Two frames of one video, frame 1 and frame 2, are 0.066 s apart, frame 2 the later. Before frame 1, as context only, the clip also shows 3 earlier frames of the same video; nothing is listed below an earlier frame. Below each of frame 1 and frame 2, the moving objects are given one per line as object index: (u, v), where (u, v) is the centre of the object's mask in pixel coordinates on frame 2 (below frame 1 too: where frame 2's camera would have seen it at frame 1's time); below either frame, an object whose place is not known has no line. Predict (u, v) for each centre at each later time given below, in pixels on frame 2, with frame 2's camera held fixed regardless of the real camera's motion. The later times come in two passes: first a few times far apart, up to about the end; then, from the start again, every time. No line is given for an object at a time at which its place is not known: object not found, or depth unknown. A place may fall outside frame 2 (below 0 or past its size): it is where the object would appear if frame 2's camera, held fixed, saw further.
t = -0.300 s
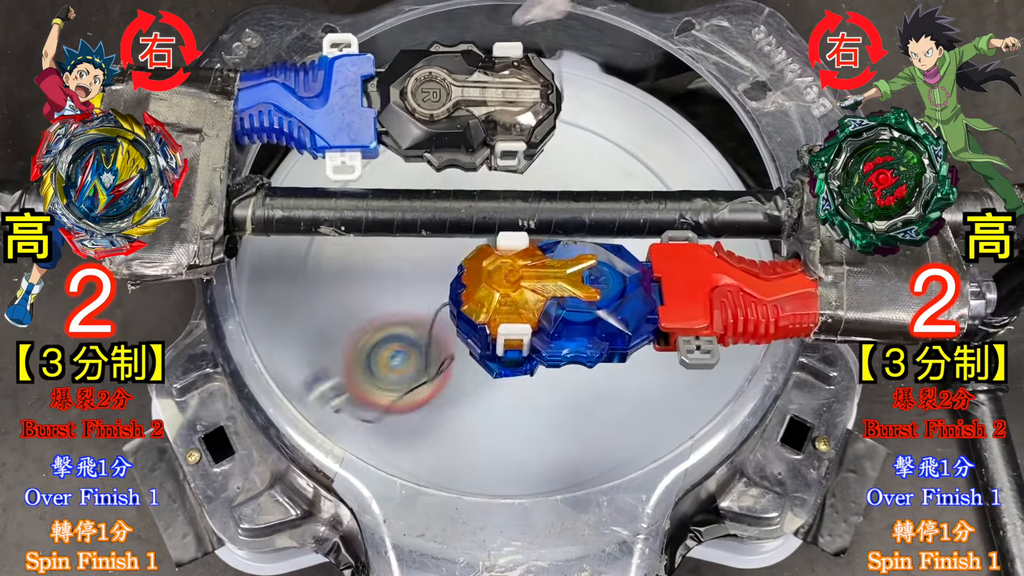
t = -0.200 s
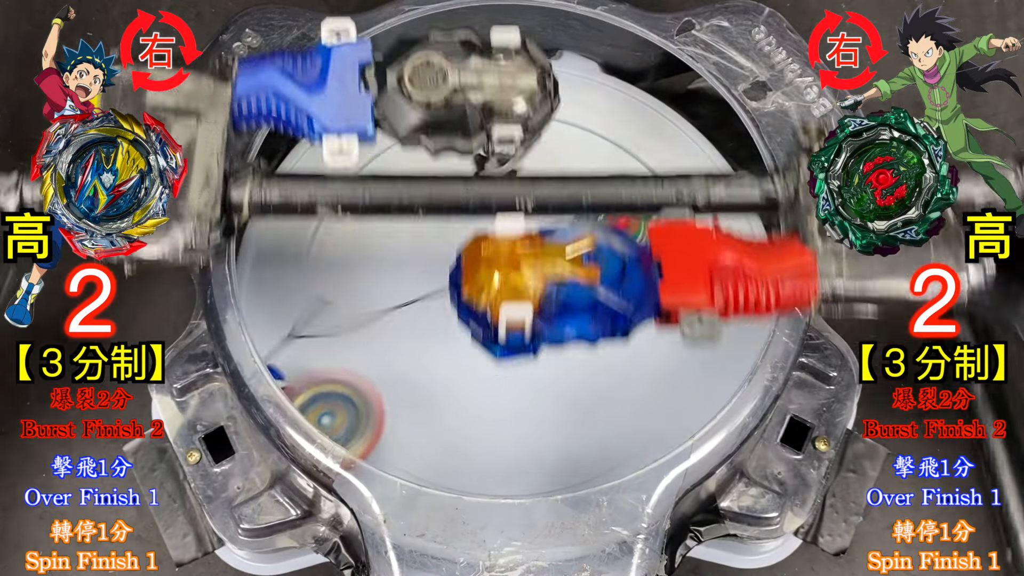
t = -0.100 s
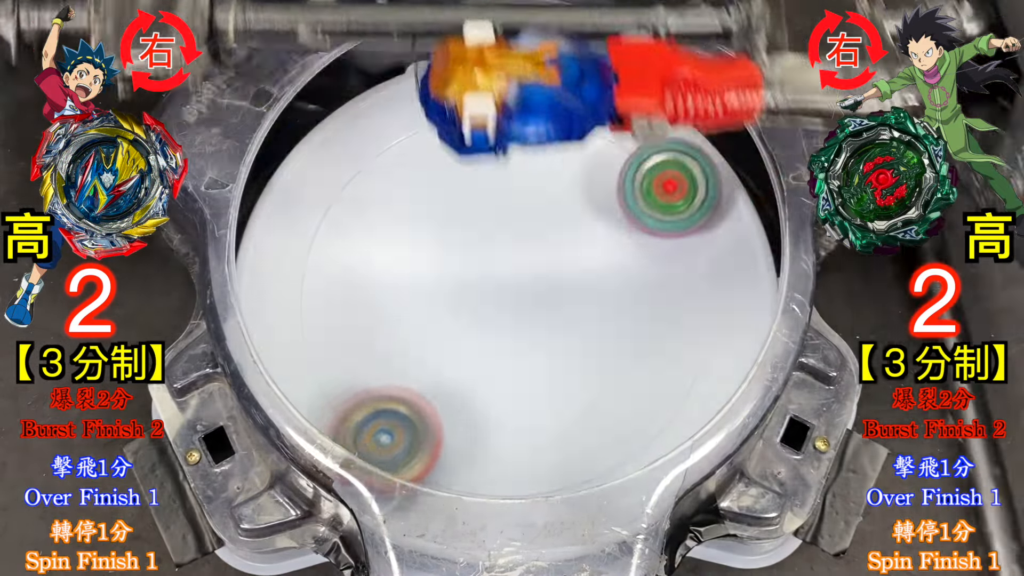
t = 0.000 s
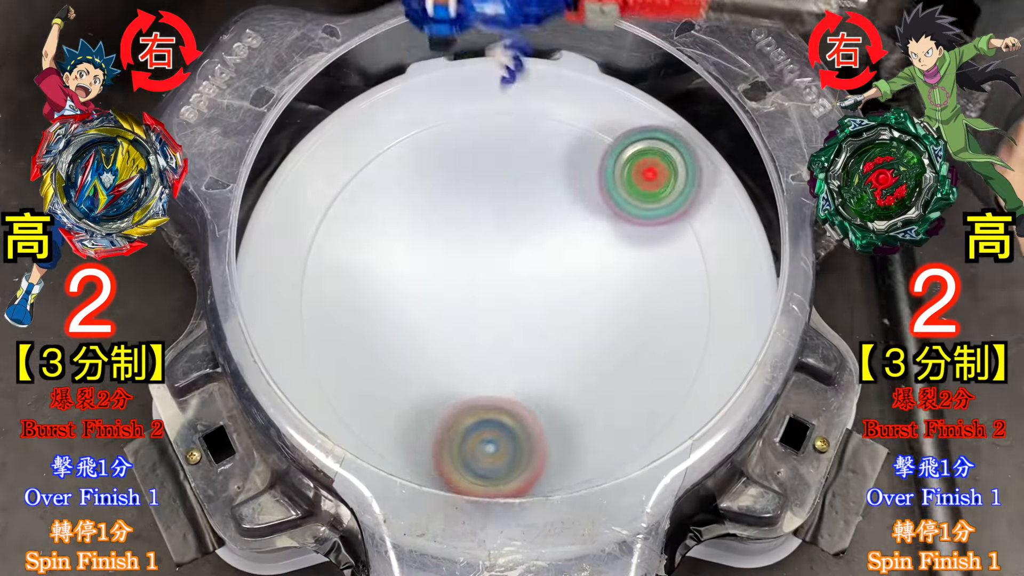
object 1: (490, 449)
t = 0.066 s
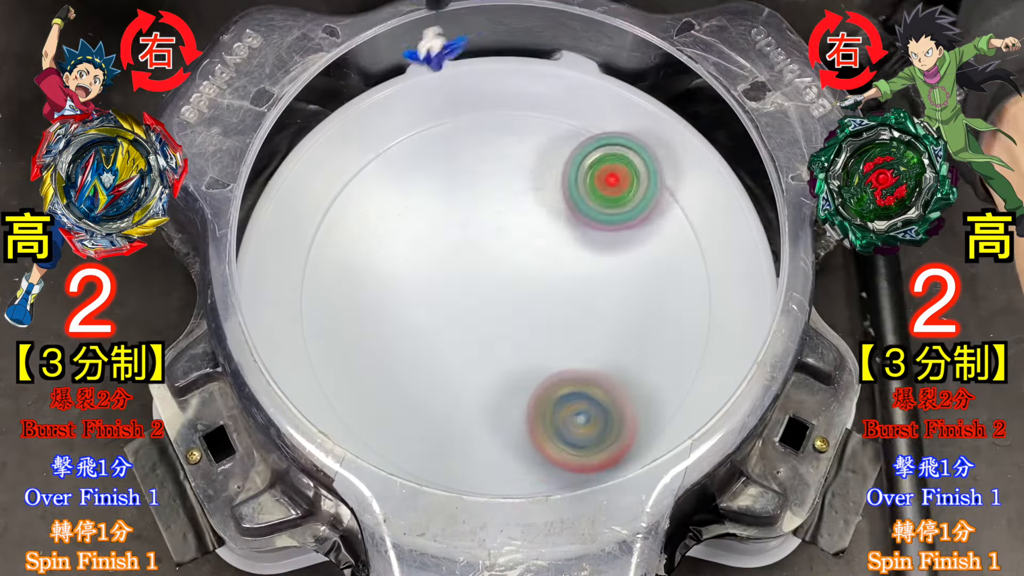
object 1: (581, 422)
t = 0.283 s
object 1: (652, 160)
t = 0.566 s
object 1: (300, 157)
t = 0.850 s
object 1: (536, 299)
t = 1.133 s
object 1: (353, 231)
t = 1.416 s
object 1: (633, 273)
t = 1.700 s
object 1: (541, 217)
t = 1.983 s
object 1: (389, 393)
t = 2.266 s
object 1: (700, 359)
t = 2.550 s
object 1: (460, 86)
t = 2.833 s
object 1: (500, 217)
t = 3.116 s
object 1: (688, 236)
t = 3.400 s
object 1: (714, 163)
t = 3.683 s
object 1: (670, 158)
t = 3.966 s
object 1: (525, 115)
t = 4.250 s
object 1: (398, 448)
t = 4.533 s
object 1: (501, 298)
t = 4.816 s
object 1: (550, 106)
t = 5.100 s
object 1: (477, 187)
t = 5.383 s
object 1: (613, 292)
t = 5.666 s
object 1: (646, 231)
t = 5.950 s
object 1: (611, 310)
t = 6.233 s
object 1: (639, 319)
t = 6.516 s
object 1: (601, 398)
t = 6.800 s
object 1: (508, 392)
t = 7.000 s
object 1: (429, 353)
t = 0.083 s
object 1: (602, 408)
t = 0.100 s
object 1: (622, 393)
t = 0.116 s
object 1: (639, 375)
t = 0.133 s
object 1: (654, 356)
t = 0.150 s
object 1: (667, 335)
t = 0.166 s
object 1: (678, 313)
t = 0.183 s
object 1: (684, 290)
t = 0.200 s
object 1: (685, 266)
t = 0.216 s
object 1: (682, 243)
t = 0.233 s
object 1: (677, 221)
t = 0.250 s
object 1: (670, 199)
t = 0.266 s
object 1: (662, 179)
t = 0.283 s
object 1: (652, 160)
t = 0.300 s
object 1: (642, 141)
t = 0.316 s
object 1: (631, 121)
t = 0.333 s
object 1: (619, 103)
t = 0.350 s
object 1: (604, 94)
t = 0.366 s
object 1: (580, 93)
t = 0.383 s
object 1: (556, 92)
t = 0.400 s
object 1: (531, 94)
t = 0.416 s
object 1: (508, 99)
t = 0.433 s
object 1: (484, 102)
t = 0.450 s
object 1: (460, 106)
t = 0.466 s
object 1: (437, 111)
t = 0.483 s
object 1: (410, 112)
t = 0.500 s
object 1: (384, 118)
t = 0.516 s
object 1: (359, 125)
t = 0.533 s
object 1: (334, 133)
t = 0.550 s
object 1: (315, 143)
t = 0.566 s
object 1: (300, 157)
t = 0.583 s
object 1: (287, 173)
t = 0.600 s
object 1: (275, 190)
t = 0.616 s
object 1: (265, 211)
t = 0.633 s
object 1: (270, 220)
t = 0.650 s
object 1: (280, 220)
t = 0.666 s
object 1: (292, 223)
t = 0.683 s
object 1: (314, 228)
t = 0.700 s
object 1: (333, 234)
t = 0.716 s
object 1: (353, 241)
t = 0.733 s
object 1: (373, 251)
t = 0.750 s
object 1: (395, 256)
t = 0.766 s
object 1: (419, 262)
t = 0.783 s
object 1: (444, 269)
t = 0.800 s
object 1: (467, 277)
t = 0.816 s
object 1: (489, 283)
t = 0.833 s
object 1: (513, 290)
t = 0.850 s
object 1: (536, 299)
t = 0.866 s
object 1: (557, 308)
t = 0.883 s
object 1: (577, 316)
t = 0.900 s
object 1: (593, 324)
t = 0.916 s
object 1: (553, 317)
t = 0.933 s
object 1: (511, 308)
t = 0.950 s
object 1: (470, 299)
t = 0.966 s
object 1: (430, 291)
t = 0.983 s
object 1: (391, 284)
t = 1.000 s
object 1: (354, 275)
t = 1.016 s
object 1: (318, 267)
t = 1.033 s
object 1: (287, 256)
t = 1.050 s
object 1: (273, 246)
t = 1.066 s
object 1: (282, 238)
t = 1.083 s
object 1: (296, 234)
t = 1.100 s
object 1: (316, 231)
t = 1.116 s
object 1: (334, 230)
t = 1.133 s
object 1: (353, 231)
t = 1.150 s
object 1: (373, 227)
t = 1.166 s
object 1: (395, 227)
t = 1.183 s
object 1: (419, 226)
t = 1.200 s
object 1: (440, 226)
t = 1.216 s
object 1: (461, 227)
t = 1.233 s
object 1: (483, 229)
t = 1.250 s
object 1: (502, 231)
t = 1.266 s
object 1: (524, 235)
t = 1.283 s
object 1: (541, 240)
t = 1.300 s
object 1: (560, 245)
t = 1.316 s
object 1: (575, 250)
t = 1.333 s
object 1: (589, 255)
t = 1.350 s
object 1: (602, 262)
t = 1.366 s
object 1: (611, 265)
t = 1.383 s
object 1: (620, 269)
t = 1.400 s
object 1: (628, 272)
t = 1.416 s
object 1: (633, 273)
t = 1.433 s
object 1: (640, 274)
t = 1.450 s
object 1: (643, 274)
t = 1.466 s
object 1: (646, 272)
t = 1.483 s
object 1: (648, 270)
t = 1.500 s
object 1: (649, 266)
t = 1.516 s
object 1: (649, 261)
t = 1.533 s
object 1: (647, 257)
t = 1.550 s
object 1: (643, 250)
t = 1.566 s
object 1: (639, 243)
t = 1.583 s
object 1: (632, 237)
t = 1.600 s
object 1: (624, 230)
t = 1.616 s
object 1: (614, 225)
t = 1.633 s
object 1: (600, 221)
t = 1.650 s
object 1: (587, 217)
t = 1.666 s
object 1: (572, 216)
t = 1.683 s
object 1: (556, 216)
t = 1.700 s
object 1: (541, 217)
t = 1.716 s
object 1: (524, 221)
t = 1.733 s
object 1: (507, 224)
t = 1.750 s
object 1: (491, 231)
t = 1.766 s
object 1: (474, 238)
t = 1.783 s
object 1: (458, 246)
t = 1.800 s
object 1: (444, 257)
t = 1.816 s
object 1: (428, 268)
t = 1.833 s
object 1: (415, 280)
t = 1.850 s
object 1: (402, 294)
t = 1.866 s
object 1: (389, 308)
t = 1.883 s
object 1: (381, 322)
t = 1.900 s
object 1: (372, 340)
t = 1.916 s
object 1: (364, 355)
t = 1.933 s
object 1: (359, 371)
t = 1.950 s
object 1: (363, 381)
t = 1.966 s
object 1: (375, 387)
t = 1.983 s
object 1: (389, 393)
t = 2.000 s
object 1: (402, 401)
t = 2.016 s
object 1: (415, 411)
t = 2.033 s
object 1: (429, 417)
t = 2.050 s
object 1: (448, 422)
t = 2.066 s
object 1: (464, 426)
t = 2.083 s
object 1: (482, 428)
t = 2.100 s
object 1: (503, 430)
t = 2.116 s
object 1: (523, 431)
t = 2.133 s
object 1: (544, 431)
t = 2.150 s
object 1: (565, 429)
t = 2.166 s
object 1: (588, 426)
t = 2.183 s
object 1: (609, 422)
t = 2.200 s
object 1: (630, 414)
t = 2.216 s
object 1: (651, 405)
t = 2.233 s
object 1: (670, 393)
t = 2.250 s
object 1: (686, 377)
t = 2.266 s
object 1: (700, 359)
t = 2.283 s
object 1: (713, 342)
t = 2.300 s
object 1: (723, 324)
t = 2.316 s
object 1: (732, 305)
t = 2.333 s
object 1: (733, 282)
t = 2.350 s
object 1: (728, 259)
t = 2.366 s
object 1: (718, 237)
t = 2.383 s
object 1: (703, 213)
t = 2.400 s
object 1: (688, 192)
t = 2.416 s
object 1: (670, 170)
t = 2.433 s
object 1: (650, 150)
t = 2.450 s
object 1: (628, 132)
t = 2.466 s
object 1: (604, 115)
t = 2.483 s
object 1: (578, 99)
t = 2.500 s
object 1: (552, 84)
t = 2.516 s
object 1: (523, 74)
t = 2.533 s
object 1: (493, 77)
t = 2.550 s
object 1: (460, 86)
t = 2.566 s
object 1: (426, 97)
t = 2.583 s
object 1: (394, 110)
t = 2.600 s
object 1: (361, 123)
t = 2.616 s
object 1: (328, 140)
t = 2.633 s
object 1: (301, 159)
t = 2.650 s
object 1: (280, 181)
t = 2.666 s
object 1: (264, 201)
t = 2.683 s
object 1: (267, 208)
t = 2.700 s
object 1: (282, 205)
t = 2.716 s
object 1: (302, 201)
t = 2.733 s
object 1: (333, 201)
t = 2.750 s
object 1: (362, 201)
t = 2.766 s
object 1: (391, 204)
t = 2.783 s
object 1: (419, 205)
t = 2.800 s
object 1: (447, 208)
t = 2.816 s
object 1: (474, 212)
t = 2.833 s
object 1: (500, 217)
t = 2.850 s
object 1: (525, 222)
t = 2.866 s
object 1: (547, 227)
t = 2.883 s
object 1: (568, 232)
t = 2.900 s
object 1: (588, 235)
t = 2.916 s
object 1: (607, 239)
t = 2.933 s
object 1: (624, 241)
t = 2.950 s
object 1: (641, 242)
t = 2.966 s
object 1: (655, 242)
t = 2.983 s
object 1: (668, 242)
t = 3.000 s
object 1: (680, 241)
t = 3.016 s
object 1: (691, 240)
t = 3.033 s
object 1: (700, 238)
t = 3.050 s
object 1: (702, 235)
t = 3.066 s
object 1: (701, 234)
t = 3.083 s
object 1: (700, 235)
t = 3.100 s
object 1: (696, 237)
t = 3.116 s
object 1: (688, 236)
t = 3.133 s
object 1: (679, 237)
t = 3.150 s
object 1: (670, 236)
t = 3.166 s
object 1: (661, 235)
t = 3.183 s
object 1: (651, 234)
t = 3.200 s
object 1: (652, 232)
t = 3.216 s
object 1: (670, 222)
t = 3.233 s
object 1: (689, 211)
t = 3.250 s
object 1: (695, 203)
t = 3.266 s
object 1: (700, 195)
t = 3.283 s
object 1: (704, 189)
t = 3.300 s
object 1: (706, 186)
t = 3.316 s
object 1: (708, 183)
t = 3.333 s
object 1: (712, 176)
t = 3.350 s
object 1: (715, 171)
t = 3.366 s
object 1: (716, 168)
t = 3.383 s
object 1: (716, 166)
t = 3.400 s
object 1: (714, 163)
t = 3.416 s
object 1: (711, 162)
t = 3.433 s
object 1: (709, 161)
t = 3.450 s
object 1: (706, 159)
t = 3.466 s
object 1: (704, 158)
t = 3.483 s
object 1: (701, 157)
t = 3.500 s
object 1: (698, 156)
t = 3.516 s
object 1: (695, 155)
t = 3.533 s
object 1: (692, 154)
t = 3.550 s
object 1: (689, 154)
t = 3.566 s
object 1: (686, 154)
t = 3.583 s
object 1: (683, 154)
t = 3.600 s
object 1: (680, 154)
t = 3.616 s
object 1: (677, 155)
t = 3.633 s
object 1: (675, 155)
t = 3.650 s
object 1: (673, 156)
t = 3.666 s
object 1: (671, 157)
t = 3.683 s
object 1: (670, 158)
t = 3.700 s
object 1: (668, 159)
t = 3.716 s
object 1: (667, 160)
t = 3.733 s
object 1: (665, 161)
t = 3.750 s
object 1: (662, 162)
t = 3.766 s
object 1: (658, 164)
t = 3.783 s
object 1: (653, 165)
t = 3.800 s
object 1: (646, 169)
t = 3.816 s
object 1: (637, 171)
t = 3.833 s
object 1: (626, 173)
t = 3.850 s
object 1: (616, 177)
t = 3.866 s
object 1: (616, 157)
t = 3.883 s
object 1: (617, 125)
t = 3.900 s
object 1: (614, 92)
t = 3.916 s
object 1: (600, 81)
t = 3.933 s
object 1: (578, 88)
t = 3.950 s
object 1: (553, 99)
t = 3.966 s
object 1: (525, 115)
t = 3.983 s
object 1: (501, 130)
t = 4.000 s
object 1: (478, 148)
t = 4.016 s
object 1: (457, 168)
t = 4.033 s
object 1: (436, 188)
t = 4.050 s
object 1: (416, 211)
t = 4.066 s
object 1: (395, 233)
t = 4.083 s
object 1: (376, 257)
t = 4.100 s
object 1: (359, 281)
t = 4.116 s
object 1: (343, 306)
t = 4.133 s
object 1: (328, 332)
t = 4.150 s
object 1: (325, 352)
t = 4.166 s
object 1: (328, 371)
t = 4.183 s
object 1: (335, 391)
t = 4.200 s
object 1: (344, 409)
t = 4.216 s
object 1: (356, 427)
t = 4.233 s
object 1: (377, 439)
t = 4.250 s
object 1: (398, 448)
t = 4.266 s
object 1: (425, 458)
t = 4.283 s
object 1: (438, 457)
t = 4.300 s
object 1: (437, 454)
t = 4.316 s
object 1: (436, 449)
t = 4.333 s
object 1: (432, 445)
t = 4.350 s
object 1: (432, 442)
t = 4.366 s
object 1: (435, 436)
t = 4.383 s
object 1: (435, 427)
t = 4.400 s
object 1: (439, 415)
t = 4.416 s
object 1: (444, 402)
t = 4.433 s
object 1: (449, 386)
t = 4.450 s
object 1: (455, 372)
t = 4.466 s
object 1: (463, 356)
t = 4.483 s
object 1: (471, 341)
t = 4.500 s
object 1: (481, 326)
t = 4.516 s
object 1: (492, 313)
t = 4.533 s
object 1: (501, 298)
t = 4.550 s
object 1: (513, 286)
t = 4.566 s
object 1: (524, 273)
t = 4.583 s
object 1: (534, 258)
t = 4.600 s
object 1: (542, 247)
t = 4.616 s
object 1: (551, 232)
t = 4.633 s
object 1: (557, 218)
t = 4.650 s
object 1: (563, 204)
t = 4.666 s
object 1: (568, 190)
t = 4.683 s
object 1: (571, 175)
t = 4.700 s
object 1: (573, 162)
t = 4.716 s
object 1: (574, 147)
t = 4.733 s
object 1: (575, 134)
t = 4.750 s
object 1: (573, 122)
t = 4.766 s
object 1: (572, 112)
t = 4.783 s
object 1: (564, 110)
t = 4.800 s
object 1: (558, 109)
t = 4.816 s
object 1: (550, 106)
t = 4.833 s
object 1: (541, 107)
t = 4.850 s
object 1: (534, 108)
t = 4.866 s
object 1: (525, 110)
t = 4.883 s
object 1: (517, 113)
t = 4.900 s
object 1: (508, 116)
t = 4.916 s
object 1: (502, 120)
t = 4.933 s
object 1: (495, 123)
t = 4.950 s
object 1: (489, 127)
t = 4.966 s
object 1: (485, 132)
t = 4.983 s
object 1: (480, 136)
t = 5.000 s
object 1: (477, 142)
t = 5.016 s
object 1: (475, 147)
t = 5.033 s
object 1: (474, 154)
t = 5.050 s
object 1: (473, 162)
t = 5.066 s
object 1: (474, 169)
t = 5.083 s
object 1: (475, 179)
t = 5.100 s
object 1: (477, 187)
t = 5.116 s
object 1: (481, 196)
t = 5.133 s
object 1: (484, 206)
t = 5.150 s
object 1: (489, 214)
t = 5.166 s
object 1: (493, 224)
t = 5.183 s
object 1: (500, 232)
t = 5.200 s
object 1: (508, 241)
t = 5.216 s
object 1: (514, 248)
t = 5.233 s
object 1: (524, 255)
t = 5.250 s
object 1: (533, 264)
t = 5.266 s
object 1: (542, 269)
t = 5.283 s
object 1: (551, 275)
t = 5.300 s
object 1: (561, 280)
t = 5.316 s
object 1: (572, 285)
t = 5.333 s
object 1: (581, 287)
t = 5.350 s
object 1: (593, 290)
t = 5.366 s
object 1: (602, 292)
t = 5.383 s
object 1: (613, 292)
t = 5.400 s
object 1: (622, 292)
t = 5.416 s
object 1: (631, 290)
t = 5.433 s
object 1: (640, 288)
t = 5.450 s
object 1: (647, 284)
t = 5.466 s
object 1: (655, 281)
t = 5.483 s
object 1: (661, 277)
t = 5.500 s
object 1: (667, 272)
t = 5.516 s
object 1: (670, 268)
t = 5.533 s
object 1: (673, 262)
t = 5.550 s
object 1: (674, 258)
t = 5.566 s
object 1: (673, 253)
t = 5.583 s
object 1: (673, 247)
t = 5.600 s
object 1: (668, 243)
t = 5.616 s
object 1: (665, 238)
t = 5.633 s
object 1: (660, 235)
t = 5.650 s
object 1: (653, 232)
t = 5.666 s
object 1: (646, 231)
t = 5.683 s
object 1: (637, 230)
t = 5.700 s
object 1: (629, 230)
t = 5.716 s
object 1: (620, 232)
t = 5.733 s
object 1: (609, 232)
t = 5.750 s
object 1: (600, 235)
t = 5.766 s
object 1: (589, 239)
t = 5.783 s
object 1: (580, 243)
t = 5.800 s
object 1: (568, 249)
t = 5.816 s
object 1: (570, 258)
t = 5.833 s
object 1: (575, 265)
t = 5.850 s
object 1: (581, 273)
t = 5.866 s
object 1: (586, 280)
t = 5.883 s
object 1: (591, 288)
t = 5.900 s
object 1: (596, 293)
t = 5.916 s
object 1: (601, 300)
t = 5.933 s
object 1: (606, 304)
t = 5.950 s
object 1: (611, 310)
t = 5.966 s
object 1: (617, 315)
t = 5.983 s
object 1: (622, 318)
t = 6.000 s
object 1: (627, 322)
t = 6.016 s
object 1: (631, 324)
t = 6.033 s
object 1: (637, 326)
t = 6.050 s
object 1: (640, 328)
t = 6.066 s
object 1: (644, 328)
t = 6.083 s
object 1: (648, 329)
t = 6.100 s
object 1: (650, 329)
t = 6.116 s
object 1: (652, 328)
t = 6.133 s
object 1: (653, 328)
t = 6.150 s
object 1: (653, 326)
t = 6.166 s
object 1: (652, 326)
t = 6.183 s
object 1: (650, 324)
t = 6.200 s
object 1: (647, 321)
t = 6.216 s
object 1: (644, 321)
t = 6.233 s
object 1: (639, 319)
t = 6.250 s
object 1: (634, 318)
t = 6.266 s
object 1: (632, 325)
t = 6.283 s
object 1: (633, 330)
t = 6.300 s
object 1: (632, 339)
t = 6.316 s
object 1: (631, 343)
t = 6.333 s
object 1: (629, 350)
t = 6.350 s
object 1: (628, 355)
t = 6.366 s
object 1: (626, 362)
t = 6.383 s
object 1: (623, 365)
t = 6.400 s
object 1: (622, 371)
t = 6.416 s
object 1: (619, 376)
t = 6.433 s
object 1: (616, 380)
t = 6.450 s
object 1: (614, 385)
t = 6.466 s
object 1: (610, 389)
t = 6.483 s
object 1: (607, 391)
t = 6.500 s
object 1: (605, 395)
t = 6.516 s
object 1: (601, 398)
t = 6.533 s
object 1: (598, 400)
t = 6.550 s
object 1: (594, 403)
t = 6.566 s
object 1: (589, 405)
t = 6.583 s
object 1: (585, 406)
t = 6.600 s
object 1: (580, 407)
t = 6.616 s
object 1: (575, 408)
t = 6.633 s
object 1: (570, 408)
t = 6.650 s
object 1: (565, 408)
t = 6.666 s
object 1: (559, 407)
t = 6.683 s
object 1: (553, 406)
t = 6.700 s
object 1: (547, 405)
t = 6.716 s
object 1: (540, 403)
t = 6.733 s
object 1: (535, 402)
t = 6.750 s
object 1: (528, 400)
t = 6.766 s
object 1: (521, 397)
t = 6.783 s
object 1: (515, 394)
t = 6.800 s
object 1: (508, 392)
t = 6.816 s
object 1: (500, 389)
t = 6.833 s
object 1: (494, 386)
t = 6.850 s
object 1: (486, 382)
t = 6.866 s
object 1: (479, 379)
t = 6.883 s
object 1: (474, 376)
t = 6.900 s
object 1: (466, 372)
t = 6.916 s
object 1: (459, 368)
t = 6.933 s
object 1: (454, 365)
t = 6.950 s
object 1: (447, 362)
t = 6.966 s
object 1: (441, 359)
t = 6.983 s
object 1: (435, 355)
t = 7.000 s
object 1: (429, 353)
